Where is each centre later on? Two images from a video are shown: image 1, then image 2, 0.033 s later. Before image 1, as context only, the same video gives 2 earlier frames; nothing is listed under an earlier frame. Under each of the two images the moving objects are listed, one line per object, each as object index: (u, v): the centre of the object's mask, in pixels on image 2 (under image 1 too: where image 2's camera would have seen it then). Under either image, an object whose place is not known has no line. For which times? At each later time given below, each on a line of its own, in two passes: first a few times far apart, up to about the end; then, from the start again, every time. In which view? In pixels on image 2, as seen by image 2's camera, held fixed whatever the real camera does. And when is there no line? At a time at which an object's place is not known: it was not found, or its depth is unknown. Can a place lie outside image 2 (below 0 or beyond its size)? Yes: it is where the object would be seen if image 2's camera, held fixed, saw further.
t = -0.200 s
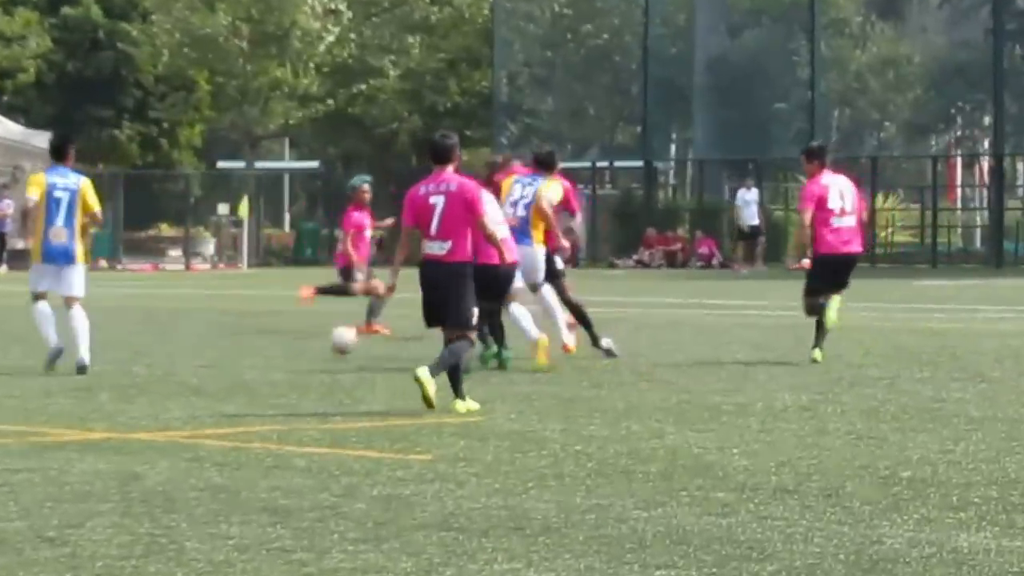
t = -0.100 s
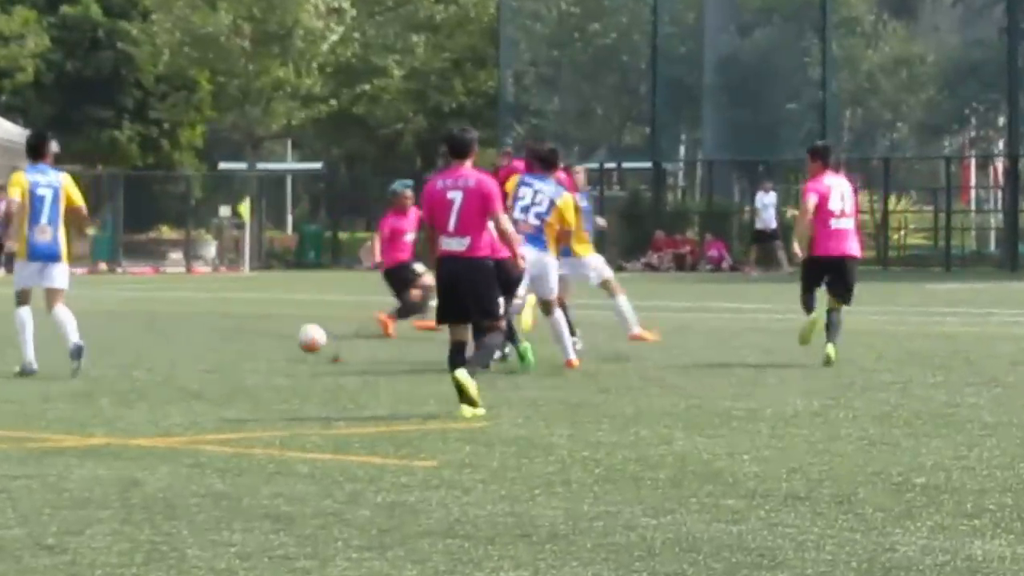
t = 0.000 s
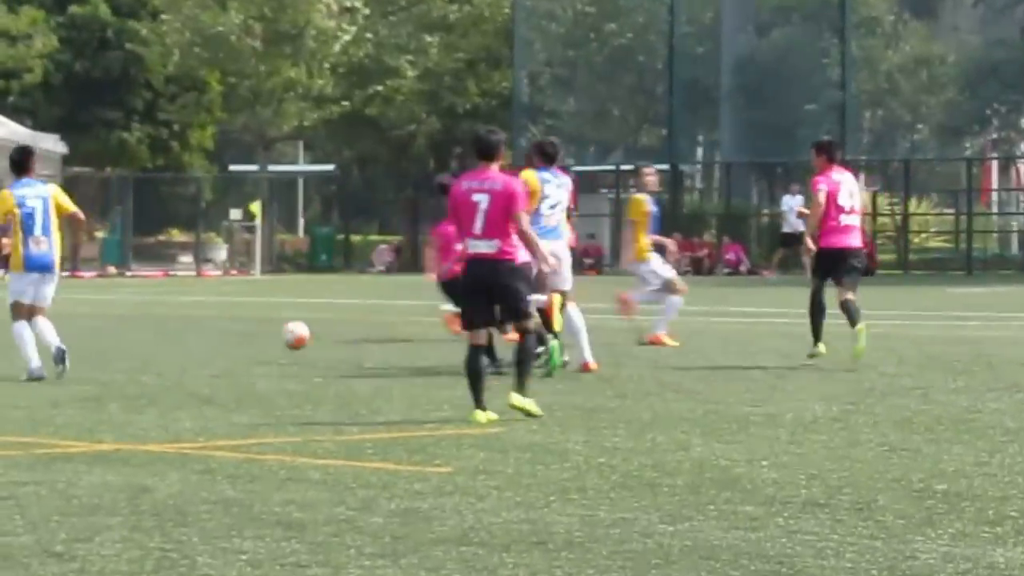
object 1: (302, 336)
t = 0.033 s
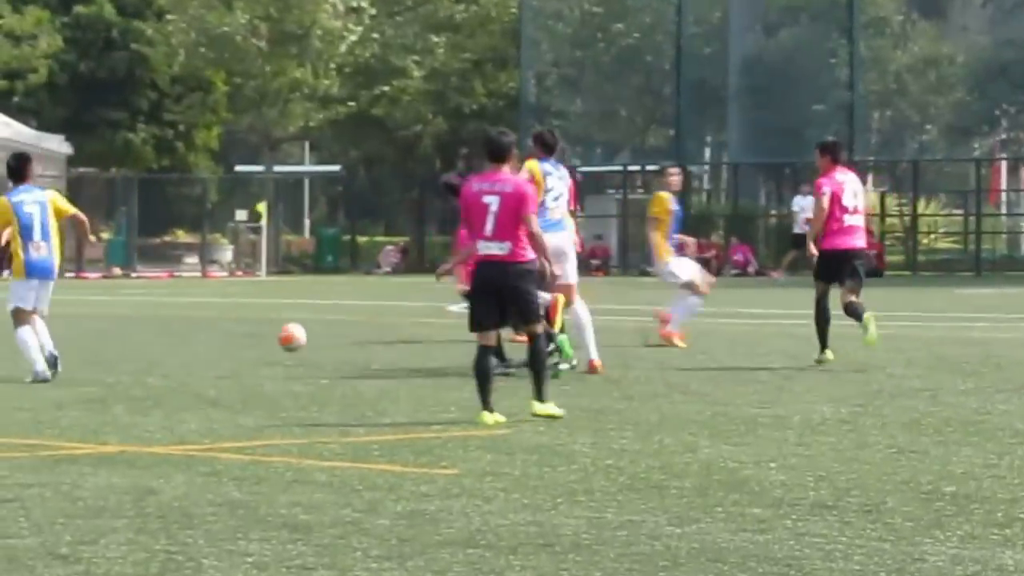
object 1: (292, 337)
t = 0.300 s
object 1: (235, 332)
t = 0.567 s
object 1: (193, 338)
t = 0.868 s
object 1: (149, 334)
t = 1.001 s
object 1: (130, 332)
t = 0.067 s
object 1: (283, 339)
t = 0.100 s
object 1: (274, 342)
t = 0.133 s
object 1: (264, 347)
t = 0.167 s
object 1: (258, 345)
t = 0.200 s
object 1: (252, 339)
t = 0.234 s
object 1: (246, 336)
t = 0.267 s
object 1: (241, 334)
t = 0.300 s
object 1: (235, 332)
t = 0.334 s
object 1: (230, 333)
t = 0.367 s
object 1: (225, 335)
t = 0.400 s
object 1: (220, 338)
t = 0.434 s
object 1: (214, 342)
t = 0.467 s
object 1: (209, 340)
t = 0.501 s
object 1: (203, 338)
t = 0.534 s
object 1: (198, 336)
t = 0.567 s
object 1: (193, 338)
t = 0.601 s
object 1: (188, 339)
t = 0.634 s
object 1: (183, 338)
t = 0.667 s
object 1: (179, 337)
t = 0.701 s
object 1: (173, 336)
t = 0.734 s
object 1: (169, 336)
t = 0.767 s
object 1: (164, 335)
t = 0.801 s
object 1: (160, 334)
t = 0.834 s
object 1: (154, 334)
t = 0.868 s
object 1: (149, 334)
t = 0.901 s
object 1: (145, 333)
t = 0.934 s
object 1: (140, 333)
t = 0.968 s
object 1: (135, 332)
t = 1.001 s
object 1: (130, 332)
